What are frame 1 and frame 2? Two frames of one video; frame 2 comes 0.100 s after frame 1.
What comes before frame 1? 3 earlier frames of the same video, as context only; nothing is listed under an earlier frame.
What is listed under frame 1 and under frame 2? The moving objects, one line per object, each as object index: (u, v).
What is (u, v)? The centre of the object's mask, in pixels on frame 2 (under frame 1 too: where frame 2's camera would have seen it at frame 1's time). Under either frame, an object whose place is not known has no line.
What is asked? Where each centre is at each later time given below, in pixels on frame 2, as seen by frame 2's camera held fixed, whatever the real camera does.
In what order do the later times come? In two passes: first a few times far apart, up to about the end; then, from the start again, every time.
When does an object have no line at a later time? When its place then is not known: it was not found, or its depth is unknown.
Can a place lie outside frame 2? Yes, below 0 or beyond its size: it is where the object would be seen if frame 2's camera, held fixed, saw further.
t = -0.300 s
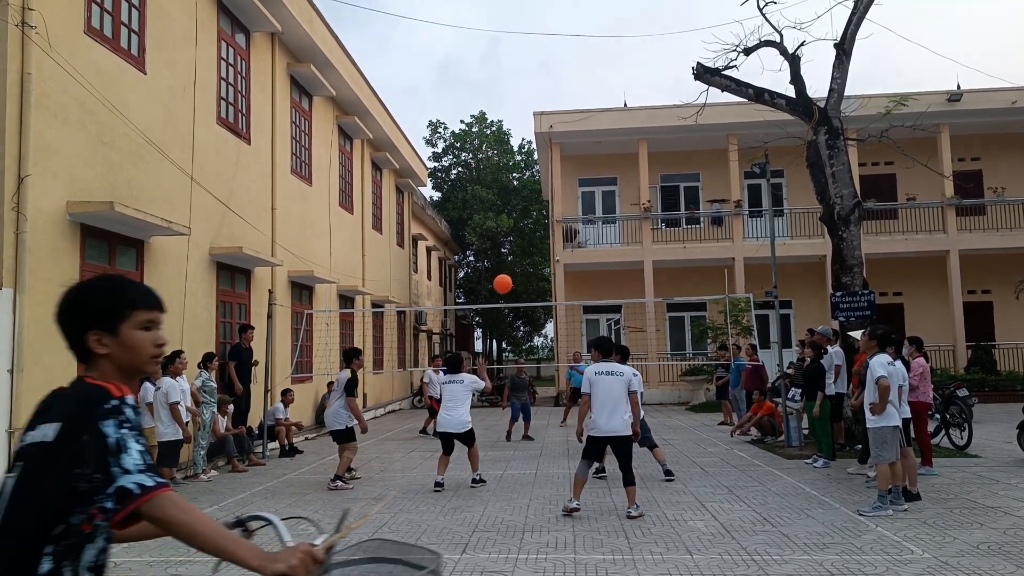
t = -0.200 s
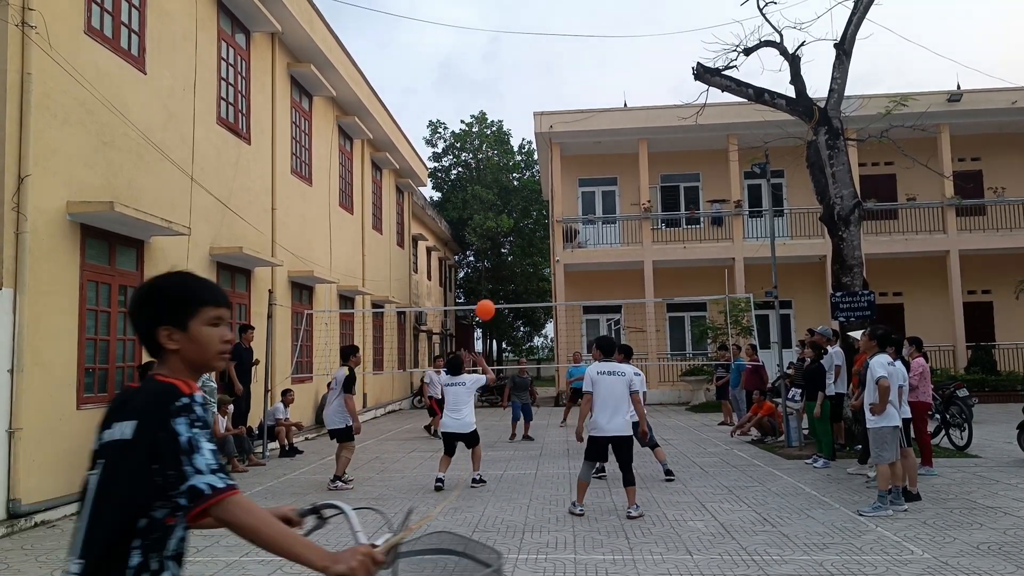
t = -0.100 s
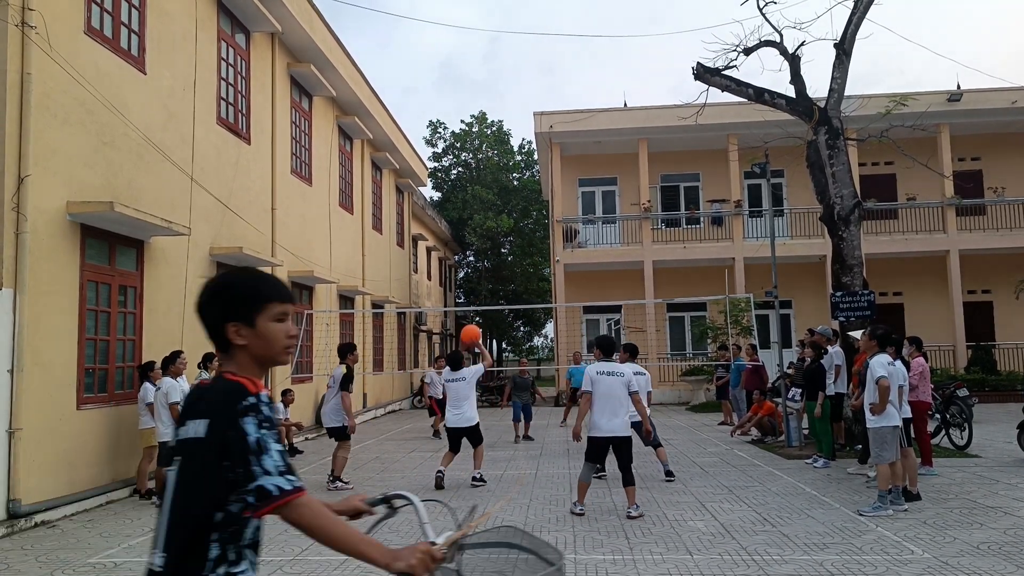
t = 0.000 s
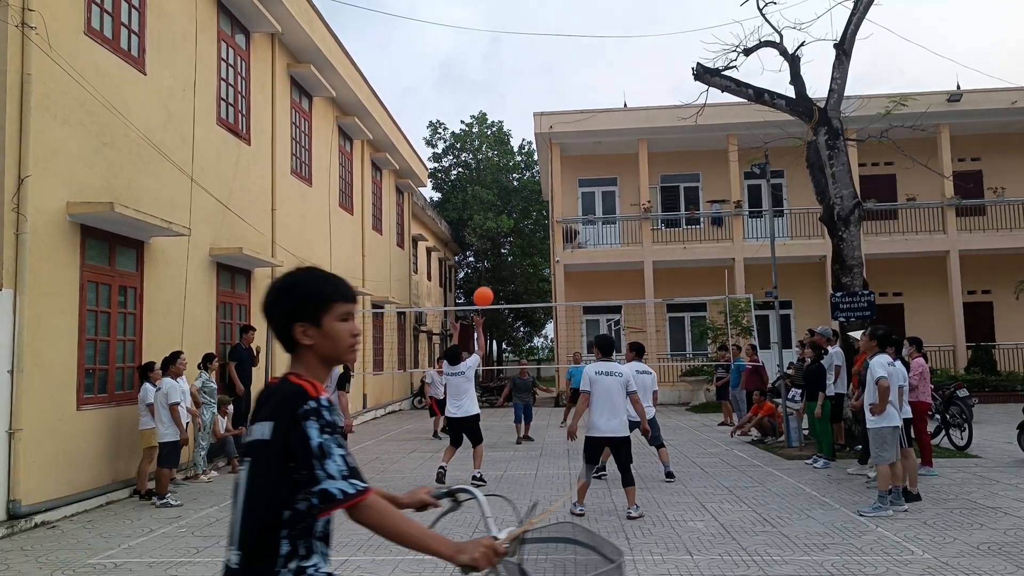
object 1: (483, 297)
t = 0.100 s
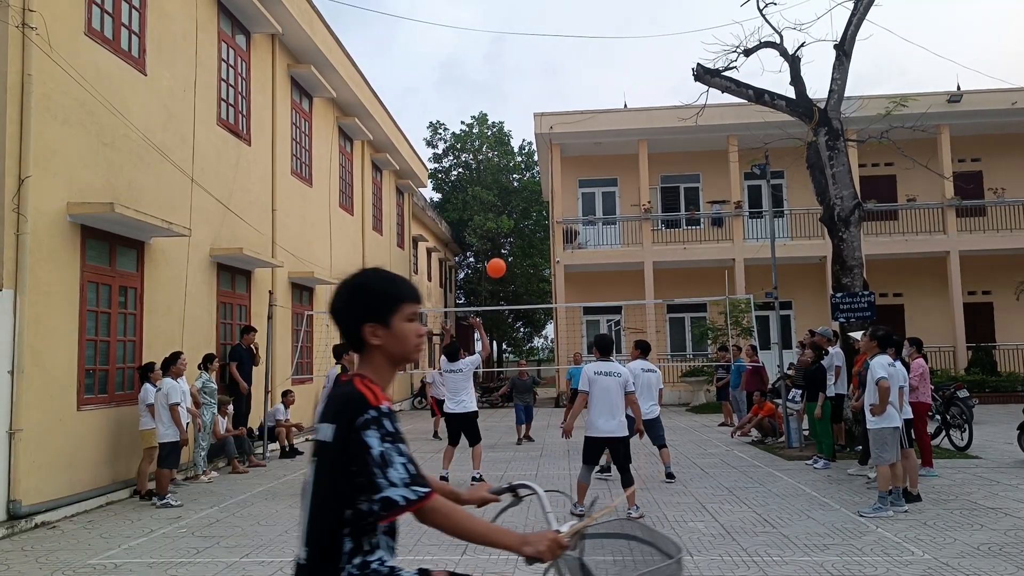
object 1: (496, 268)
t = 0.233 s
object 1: (512, 243)
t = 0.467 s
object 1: (538, 232)
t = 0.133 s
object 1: (500, 260)
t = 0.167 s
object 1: (504, 253)
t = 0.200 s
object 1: (508, 247)
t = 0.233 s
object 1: (512, 243)
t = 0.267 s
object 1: (516, 239)
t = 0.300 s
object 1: (520, 235)
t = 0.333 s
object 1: (523, 233)
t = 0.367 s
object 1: (527, 231)
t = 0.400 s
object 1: (531, 231)
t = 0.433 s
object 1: (534, 231)
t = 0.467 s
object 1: (538, 232)
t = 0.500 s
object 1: (541, 234)
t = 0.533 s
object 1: (544, 236)
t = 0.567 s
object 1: (548, 239)
